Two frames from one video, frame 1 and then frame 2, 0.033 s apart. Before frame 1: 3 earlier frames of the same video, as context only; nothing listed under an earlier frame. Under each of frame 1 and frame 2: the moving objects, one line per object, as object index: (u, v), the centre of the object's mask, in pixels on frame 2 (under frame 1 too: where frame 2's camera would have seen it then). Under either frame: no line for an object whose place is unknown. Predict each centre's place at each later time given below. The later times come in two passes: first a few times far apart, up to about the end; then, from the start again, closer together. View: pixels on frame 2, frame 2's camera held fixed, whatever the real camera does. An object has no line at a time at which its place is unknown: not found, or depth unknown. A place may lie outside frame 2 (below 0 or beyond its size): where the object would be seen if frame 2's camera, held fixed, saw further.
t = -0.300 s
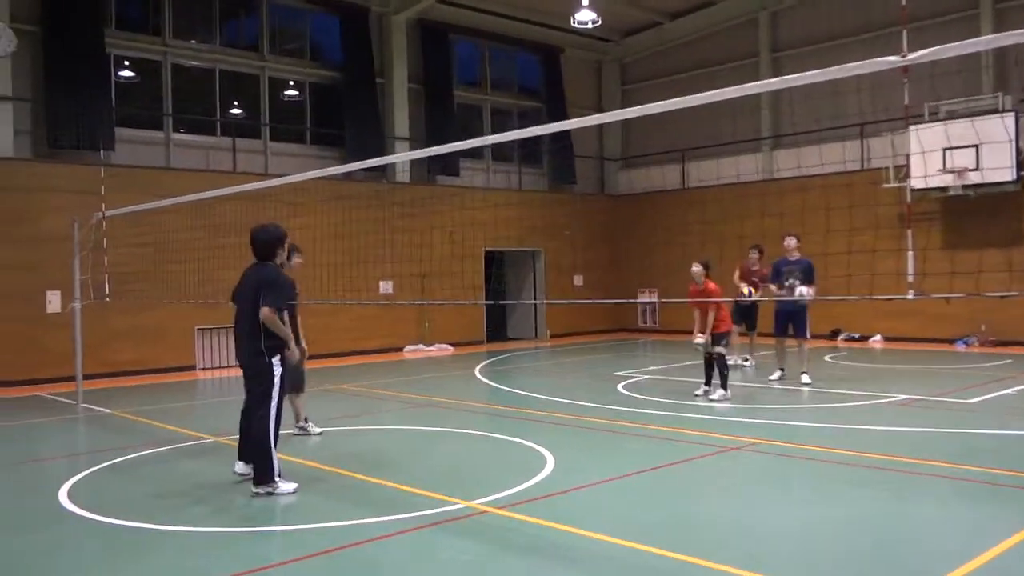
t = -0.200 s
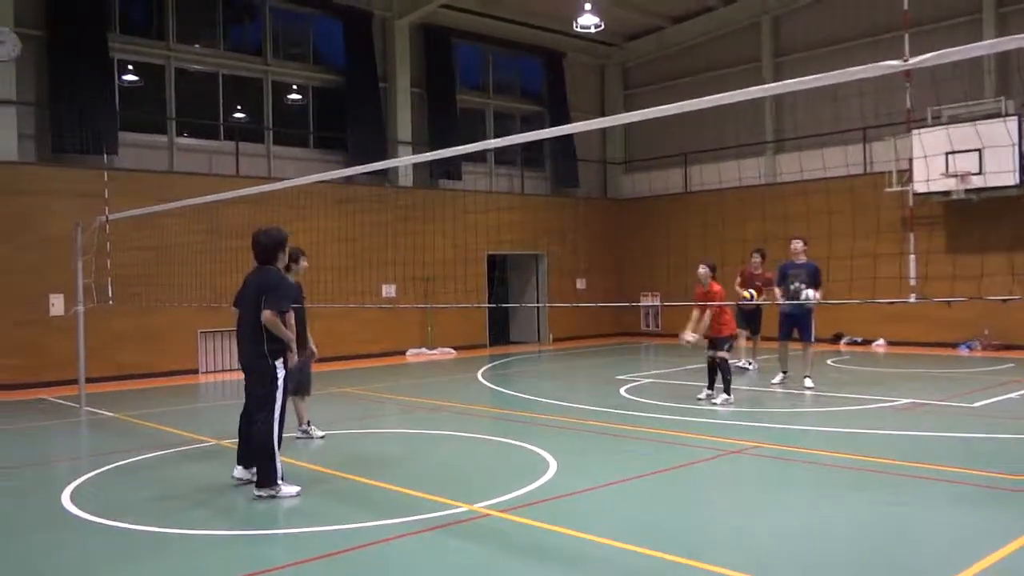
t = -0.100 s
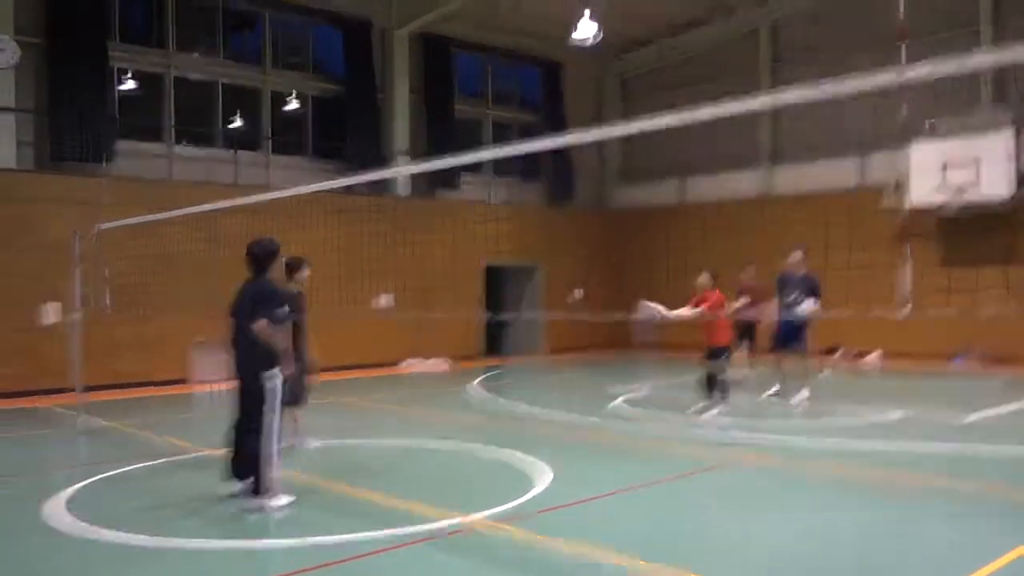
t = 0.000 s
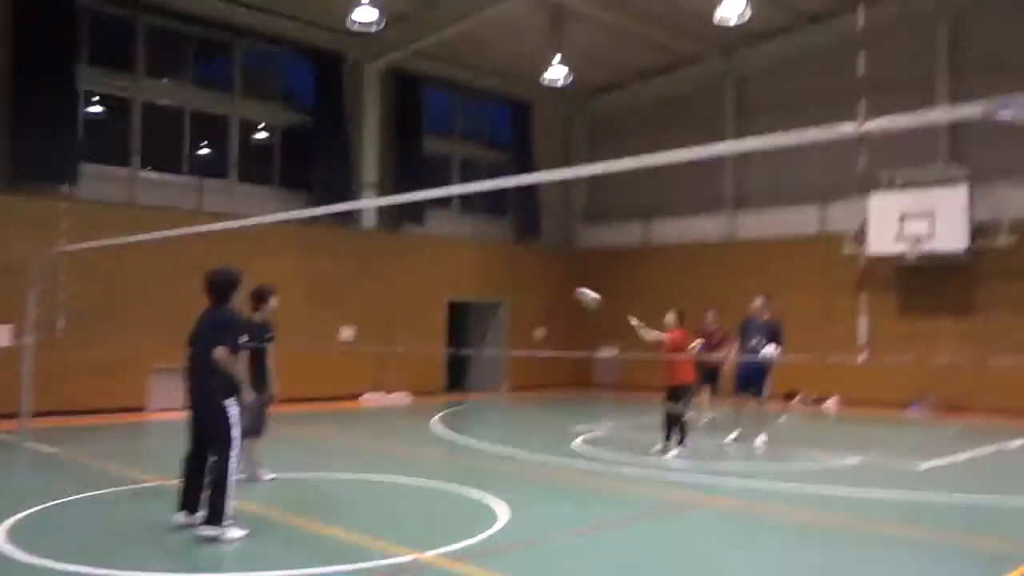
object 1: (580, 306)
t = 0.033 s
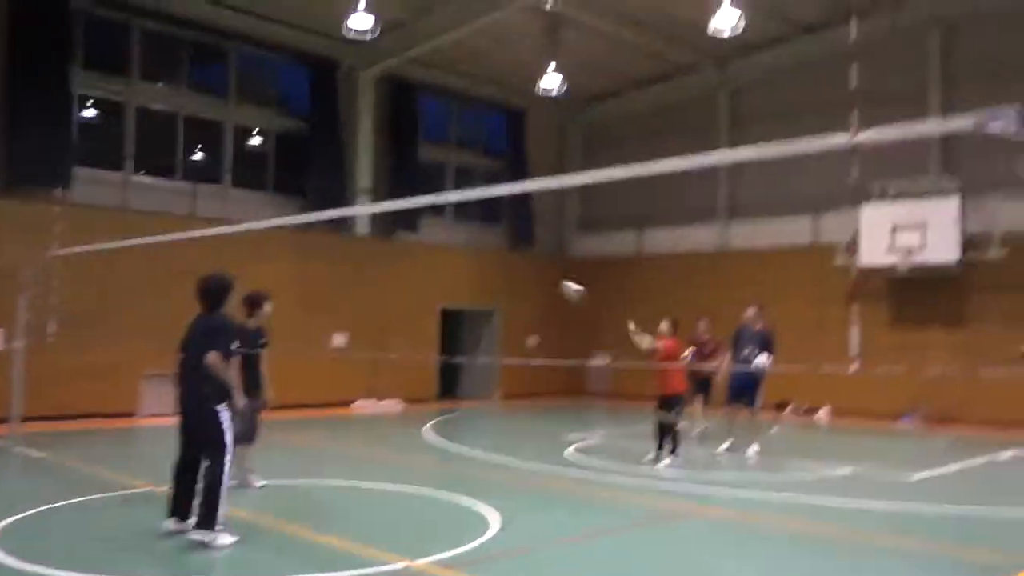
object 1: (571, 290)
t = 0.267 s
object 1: (508, 207)
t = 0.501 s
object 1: (438, 172)
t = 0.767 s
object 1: (352, 194)
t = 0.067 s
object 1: (563, 275)
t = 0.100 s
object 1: (555, 259)
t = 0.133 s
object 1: (545, 246)
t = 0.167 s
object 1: (536, 235)
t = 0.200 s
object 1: (527, 226)
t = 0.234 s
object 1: (518, 216)
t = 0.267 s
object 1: (508, 207)
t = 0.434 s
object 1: (454, 178)
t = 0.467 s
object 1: (448, 175)
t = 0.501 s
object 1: (438, 172)
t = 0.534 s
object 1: (427, 171)
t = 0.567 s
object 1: (416, 172)
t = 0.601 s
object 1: (406, 173)
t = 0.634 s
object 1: (395, 176)
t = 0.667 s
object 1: (385, 179)
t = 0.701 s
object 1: (375, 183)
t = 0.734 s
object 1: (362, 188)
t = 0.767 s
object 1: (352, 194)
